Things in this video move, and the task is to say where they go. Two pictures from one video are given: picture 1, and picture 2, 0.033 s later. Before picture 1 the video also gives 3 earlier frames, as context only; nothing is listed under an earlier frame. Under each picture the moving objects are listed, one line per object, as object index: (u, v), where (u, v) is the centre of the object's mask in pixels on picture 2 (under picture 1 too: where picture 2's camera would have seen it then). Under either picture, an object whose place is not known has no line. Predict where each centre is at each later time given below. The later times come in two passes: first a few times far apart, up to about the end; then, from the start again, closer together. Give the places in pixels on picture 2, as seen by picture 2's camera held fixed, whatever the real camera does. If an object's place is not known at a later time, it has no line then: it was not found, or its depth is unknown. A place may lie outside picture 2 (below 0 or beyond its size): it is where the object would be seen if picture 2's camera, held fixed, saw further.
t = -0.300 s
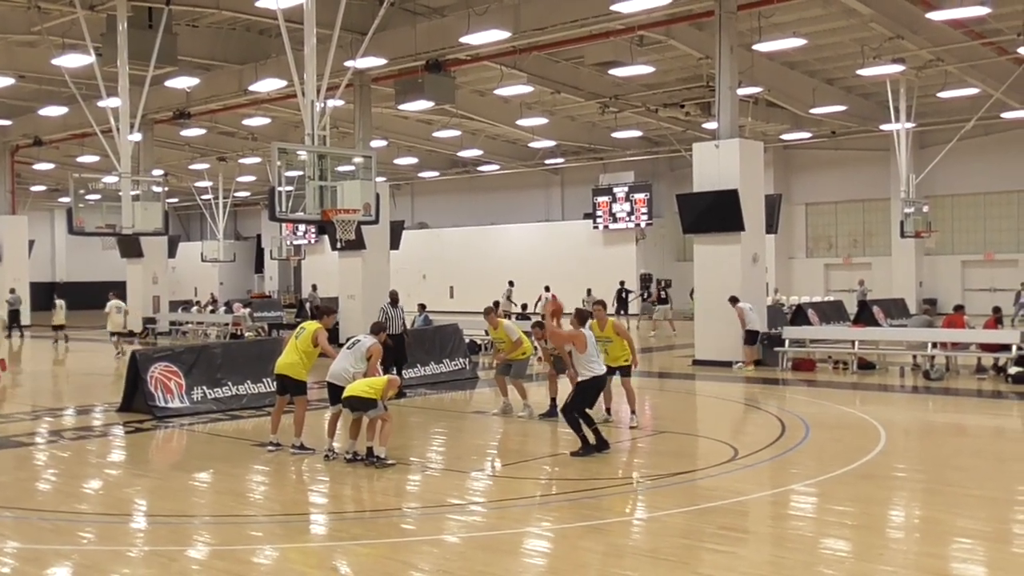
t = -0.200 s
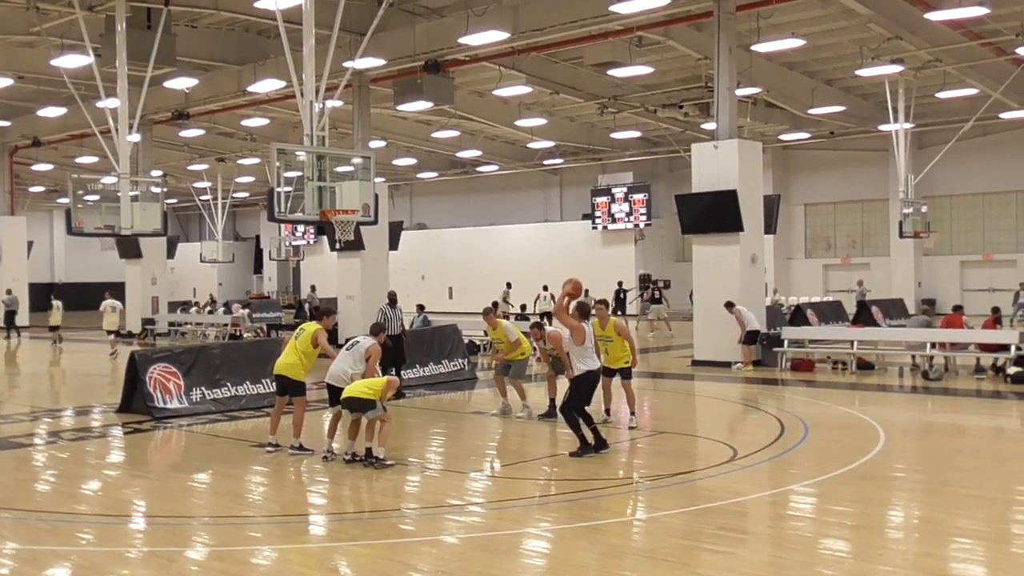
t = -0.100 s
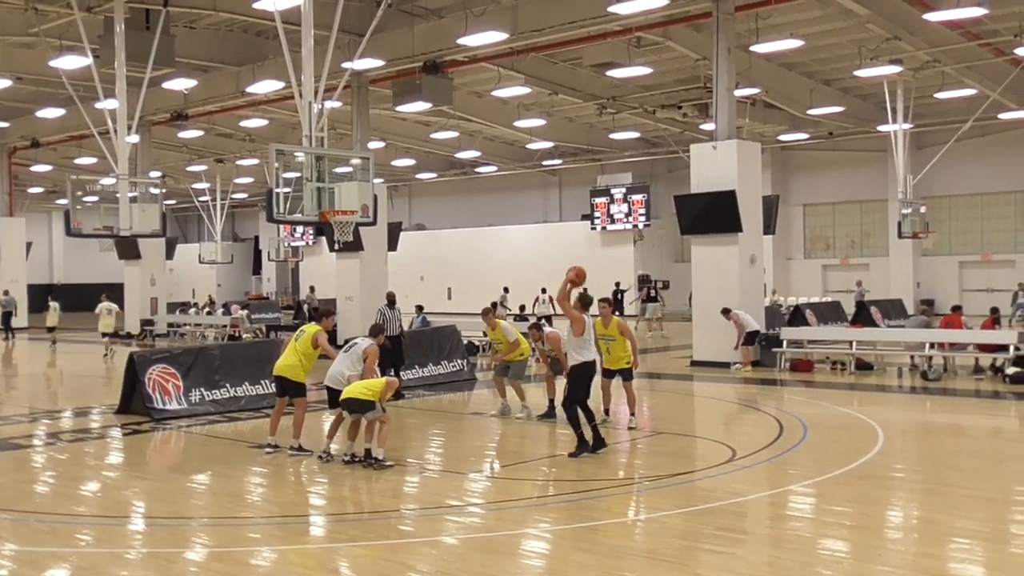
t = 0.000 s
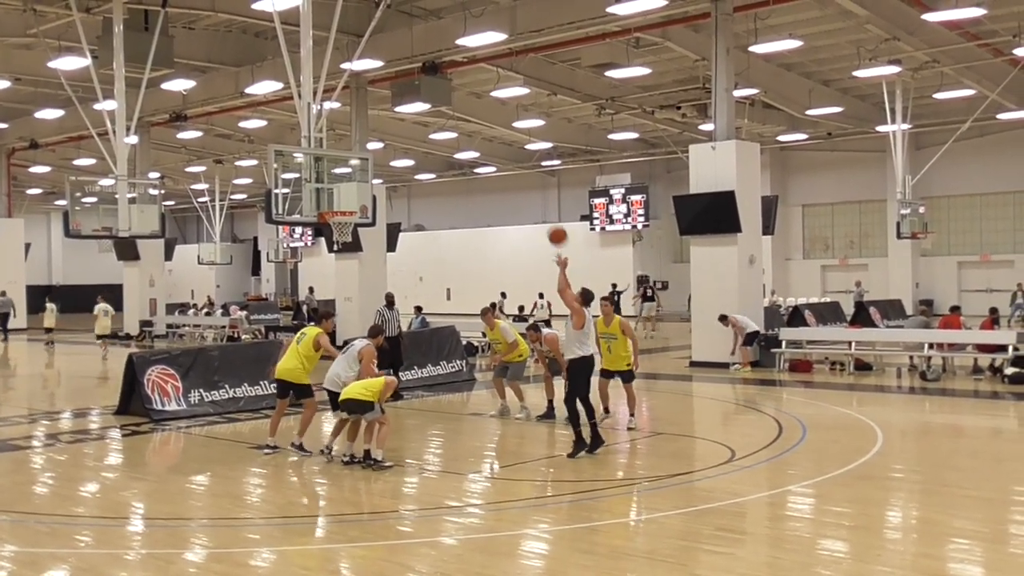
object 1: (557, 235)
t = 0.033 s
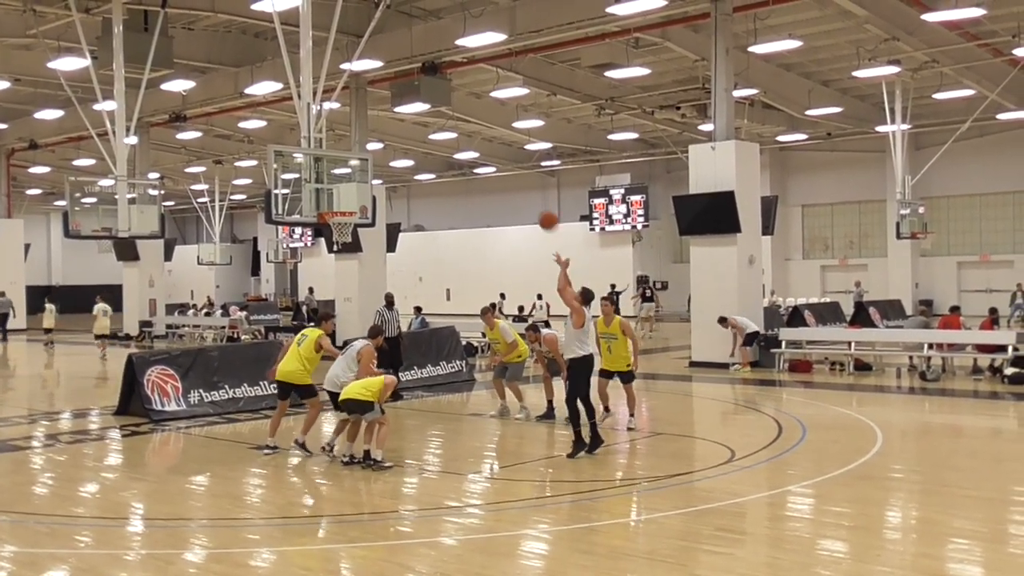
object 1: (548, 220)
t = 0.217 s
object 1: (501, 157)
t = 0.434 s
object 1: (451, 119)
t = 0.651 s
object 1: (406, 119)
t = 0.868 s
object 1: (365, 151)
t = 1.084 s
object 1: (332, 205)
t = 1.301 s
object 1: (354, 188)
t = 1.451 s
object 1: (372, 183)
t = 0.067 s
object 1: (539, 207)
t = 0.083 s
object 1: (535, 201)
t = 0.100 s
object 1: (530, 194)
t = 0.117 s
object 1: (526, 188)
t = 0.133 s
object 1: (522, 183)
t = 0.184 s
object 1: (509, 166)
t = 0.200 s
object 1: (505, 162)
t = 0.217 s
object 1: (501, 157)
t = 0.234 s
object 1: (497, 152)
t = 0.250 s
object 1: (493, 149)
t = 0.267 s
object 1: (489, 144)
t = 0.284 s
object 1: (484, 140)
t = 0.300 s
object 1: (481, 137)
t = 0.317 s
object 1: (478, 134)
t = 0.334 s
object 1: (473, 131)
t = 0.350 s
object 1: (470, 129)
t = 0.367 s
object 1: (465, 126)
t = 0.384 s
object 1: (462, 124)
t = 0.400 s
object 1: (458, 122)
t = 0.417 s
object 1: (454, 120)
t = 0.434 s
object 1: (451, 119)
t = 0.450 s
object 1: (448, 117)
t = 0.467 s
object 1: (444, 116)
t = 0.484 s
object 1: (441, 115)
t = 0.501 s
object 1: (437, 115)
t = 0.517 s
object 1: (433, 115)
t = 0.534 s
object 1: (430, 114)
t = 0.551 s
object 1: (427, 114)
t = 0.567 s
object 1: (423, 115)
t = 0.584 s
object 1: (420, 116)
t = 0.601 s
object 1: (416, 116)
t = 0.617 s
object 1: (413, 117)
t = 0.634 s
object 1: (409, 118)
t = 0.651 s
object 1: (406, 119)
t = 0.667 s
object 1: (403, 121)
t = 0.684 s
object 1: (399, 122)
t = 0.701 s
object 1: (396, 123)
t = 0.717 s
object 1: (393, 125)
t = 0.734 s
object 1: (389, 127)
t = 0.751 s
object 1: (386, 129)
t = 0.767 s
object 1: (384, 132)
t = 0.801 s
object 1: (377, 136)
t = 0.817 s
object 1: (375, 140)
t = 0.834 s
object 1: (372, 143)
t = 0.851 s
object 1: (368, 147)
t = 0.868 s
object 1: (365, 151)
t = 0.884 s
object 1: (363, 154)
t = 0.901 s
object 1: (360, 158)
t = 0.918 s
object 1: (357, 162)
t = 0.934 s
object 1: (355, 166)
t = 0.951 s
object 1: (352, 171)
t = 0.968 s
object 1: (348, 175)
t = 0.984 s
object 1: (346, 180)
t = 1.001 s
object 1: (343, 185)
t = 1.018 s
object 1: (340, 190)
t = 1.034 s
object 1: (337, 194)
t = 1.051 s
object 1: (334, 200)
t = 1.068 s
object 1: (332, 205)
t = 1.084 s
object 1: (332, 205)
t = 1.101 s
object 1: (333, 205)
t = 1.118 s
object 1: (334, 205)
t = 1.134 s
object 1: (335, 205)
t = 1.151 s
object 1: (336, 205)
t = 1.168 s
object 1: (337, 204)
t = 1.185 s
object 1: (340, 202)
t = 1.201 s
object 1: (342, 200)
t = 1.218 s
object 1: (344, 197)
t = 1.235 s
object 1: (346, 195)
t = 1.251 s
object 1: (348, 193)
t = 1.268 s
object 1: (350, 191)
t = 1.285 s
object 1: (352, 190)
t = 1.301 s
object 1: (354, 188)
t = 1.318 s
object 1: (356, 187)
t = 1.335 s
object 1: (358, 186)
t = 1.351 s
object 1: (360, 185)
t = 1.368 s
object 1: (362, 184)
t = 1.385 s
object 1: (364, 184)
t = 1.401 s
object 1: (366, 183)
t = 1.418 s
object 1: (368, 183)
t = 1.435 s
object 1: (370, 183)
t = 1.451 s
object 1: (372, 183)
